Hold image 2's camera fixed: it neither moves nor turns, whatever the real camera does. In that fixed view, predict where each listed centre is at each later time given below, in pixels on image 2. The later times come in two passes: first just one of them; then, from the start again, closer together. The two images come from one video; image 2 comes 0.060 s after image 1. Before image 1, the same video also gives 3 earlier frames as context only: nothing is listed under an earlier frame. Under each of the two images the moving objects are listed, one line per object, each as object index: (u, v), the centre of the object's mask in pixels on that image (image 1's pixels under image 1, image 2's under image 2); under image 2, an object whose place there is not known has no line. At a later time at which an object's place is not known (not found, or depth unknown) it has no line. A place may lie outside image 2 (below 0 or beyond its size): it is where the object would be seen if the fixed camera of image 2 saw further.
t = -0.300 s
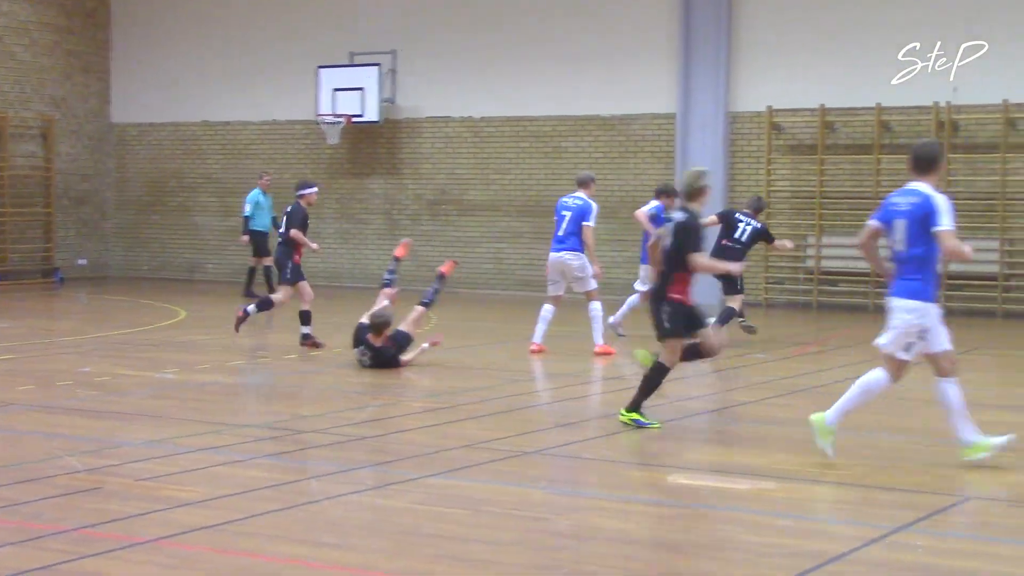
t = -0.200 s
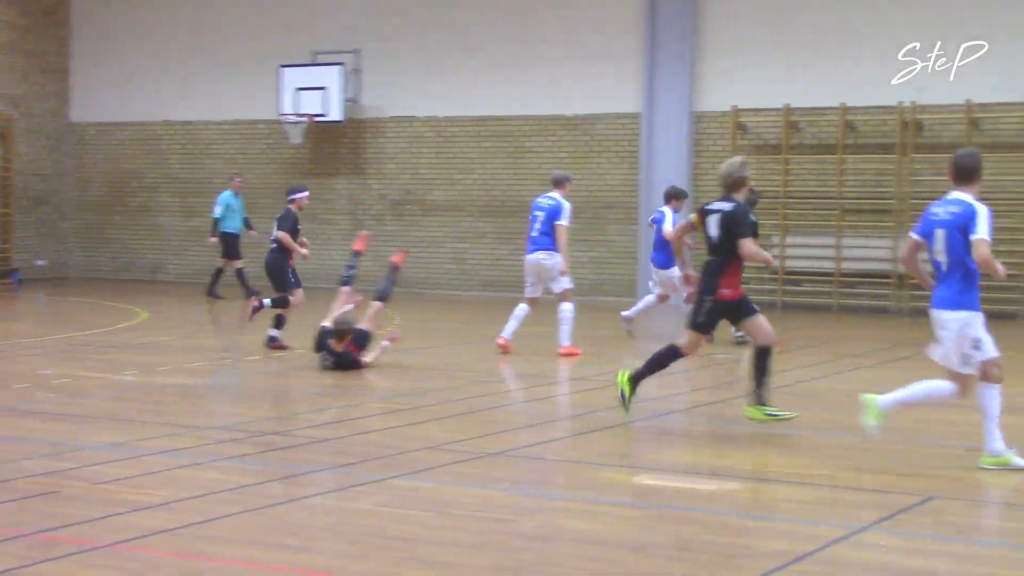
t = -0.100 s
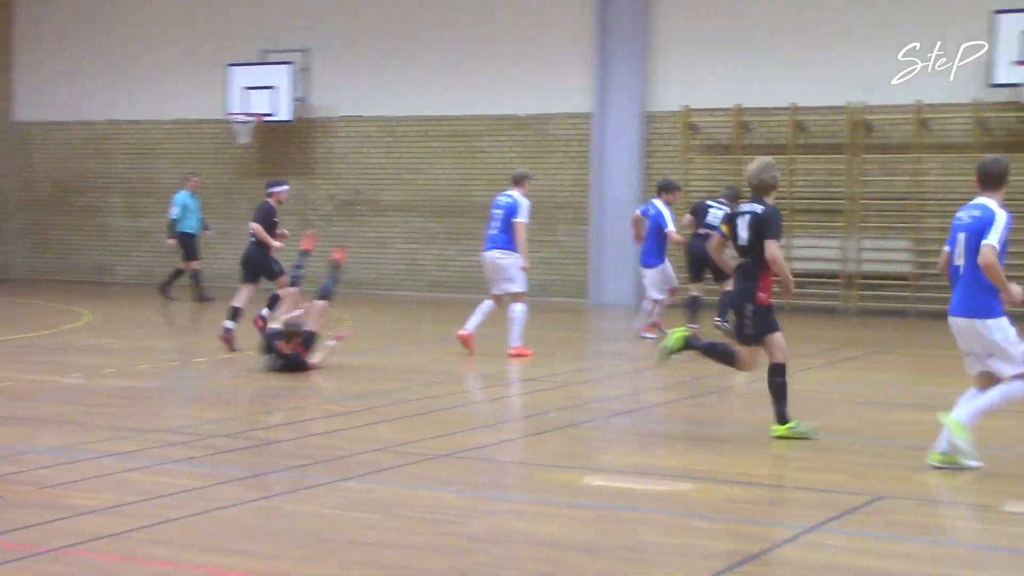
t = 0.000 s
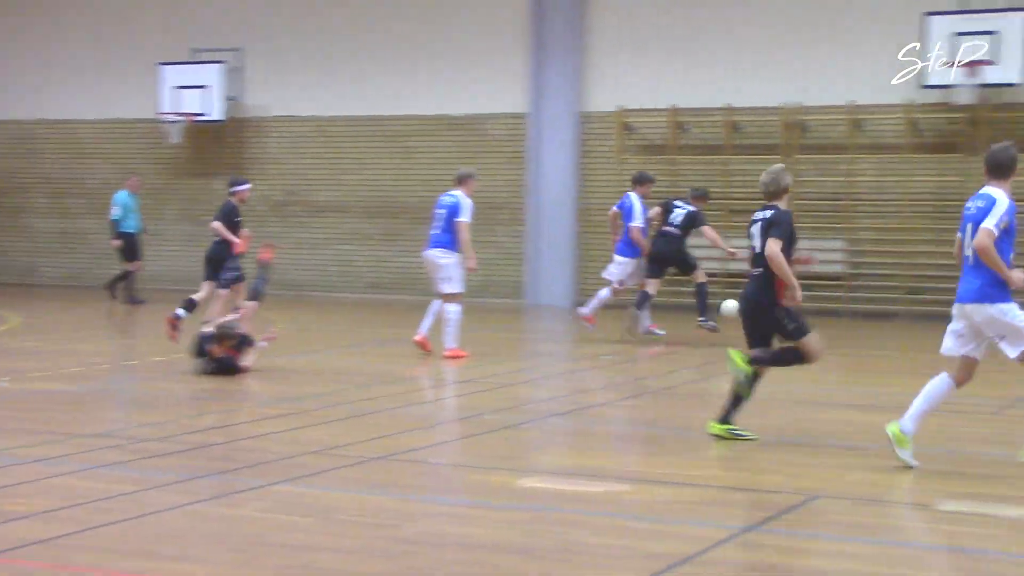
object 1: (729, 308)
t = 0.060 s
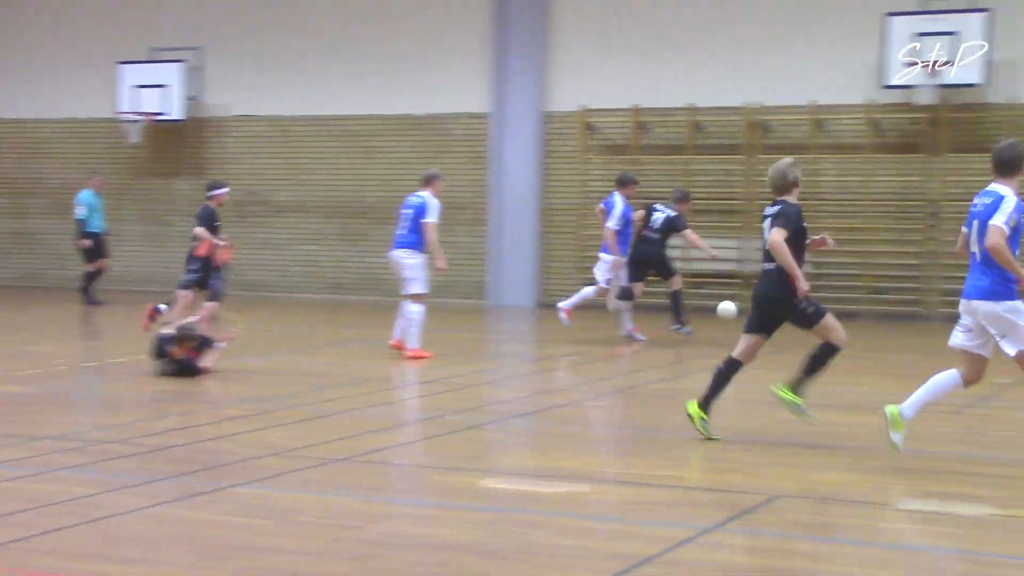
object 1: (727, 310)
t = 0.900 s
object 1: (1158, 351)
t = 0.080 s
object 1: (737, 311)
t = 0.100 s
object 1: (746, 313)
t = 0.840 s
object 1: (1124, 349)
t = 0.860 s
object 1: (1135, 349)
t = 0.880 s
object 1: (1146, 349)
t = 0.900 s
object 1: (1158, 351)
